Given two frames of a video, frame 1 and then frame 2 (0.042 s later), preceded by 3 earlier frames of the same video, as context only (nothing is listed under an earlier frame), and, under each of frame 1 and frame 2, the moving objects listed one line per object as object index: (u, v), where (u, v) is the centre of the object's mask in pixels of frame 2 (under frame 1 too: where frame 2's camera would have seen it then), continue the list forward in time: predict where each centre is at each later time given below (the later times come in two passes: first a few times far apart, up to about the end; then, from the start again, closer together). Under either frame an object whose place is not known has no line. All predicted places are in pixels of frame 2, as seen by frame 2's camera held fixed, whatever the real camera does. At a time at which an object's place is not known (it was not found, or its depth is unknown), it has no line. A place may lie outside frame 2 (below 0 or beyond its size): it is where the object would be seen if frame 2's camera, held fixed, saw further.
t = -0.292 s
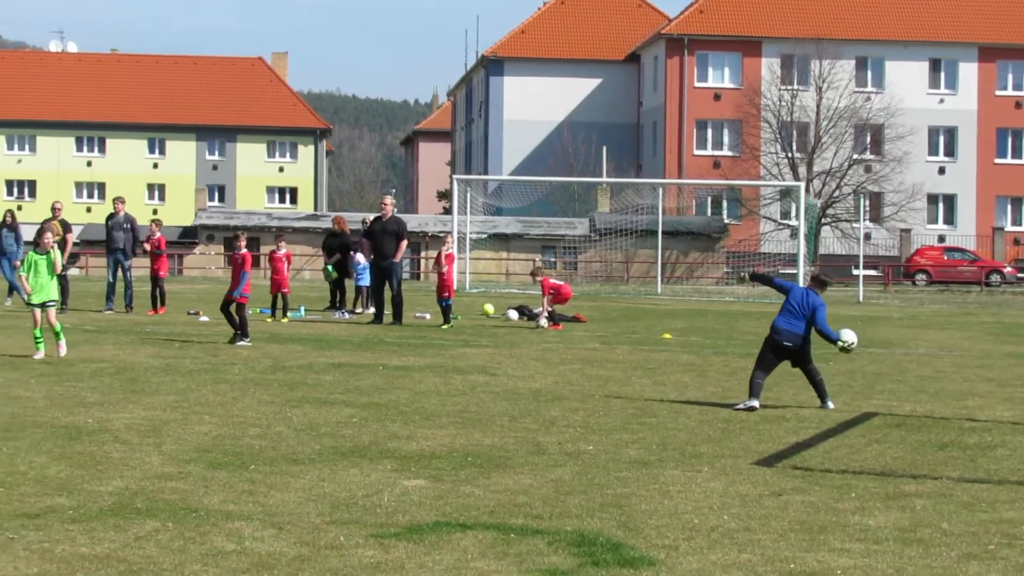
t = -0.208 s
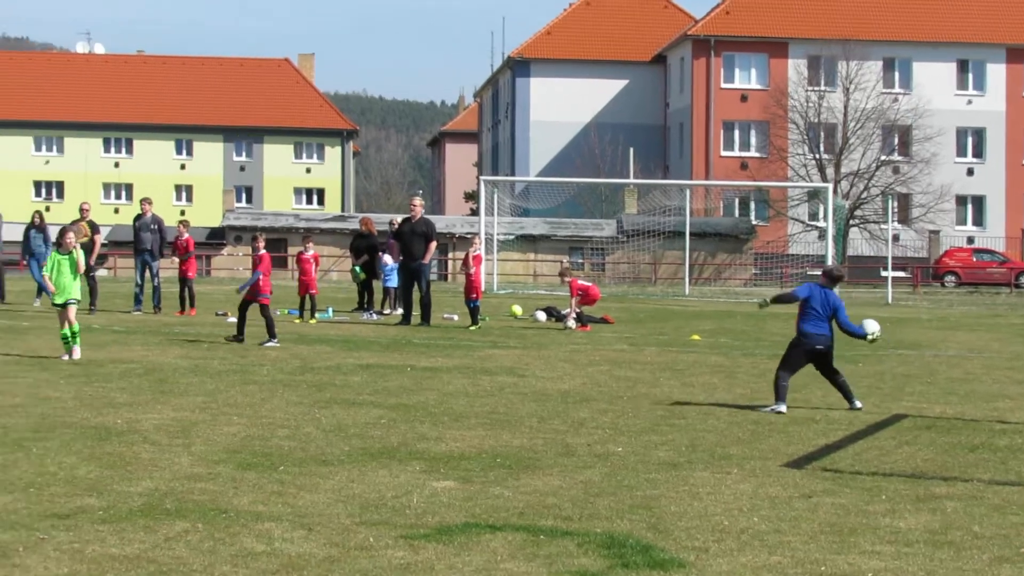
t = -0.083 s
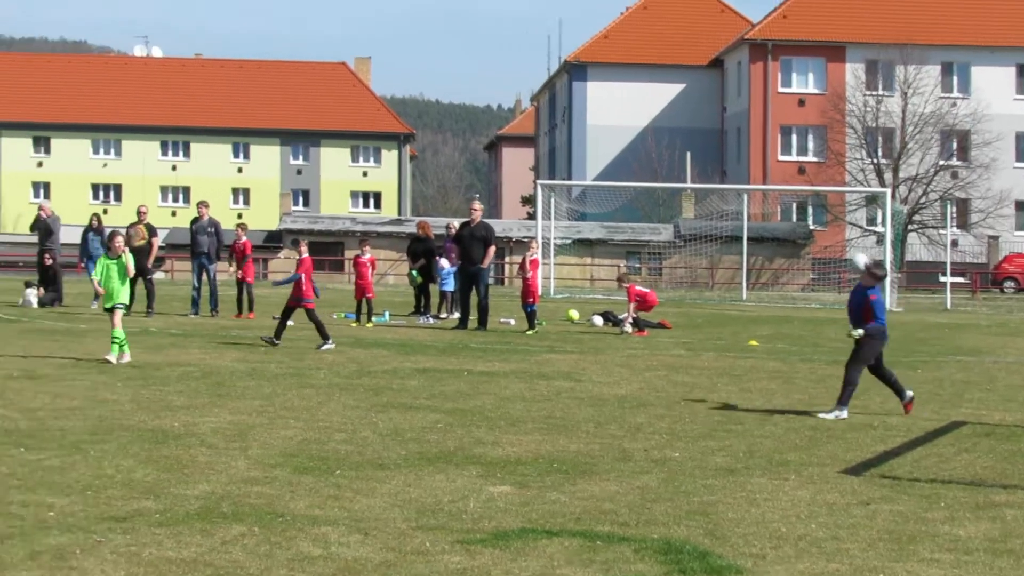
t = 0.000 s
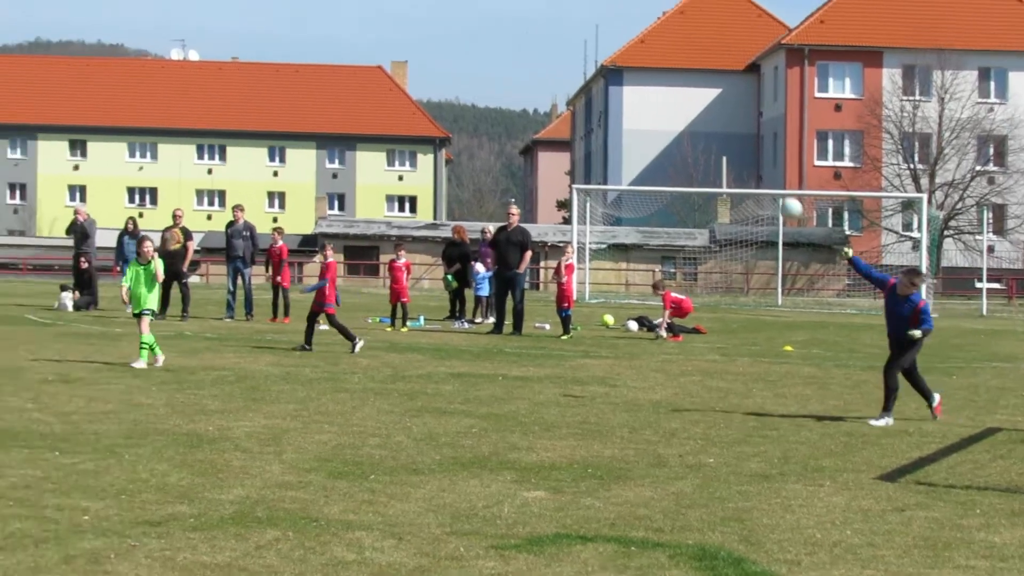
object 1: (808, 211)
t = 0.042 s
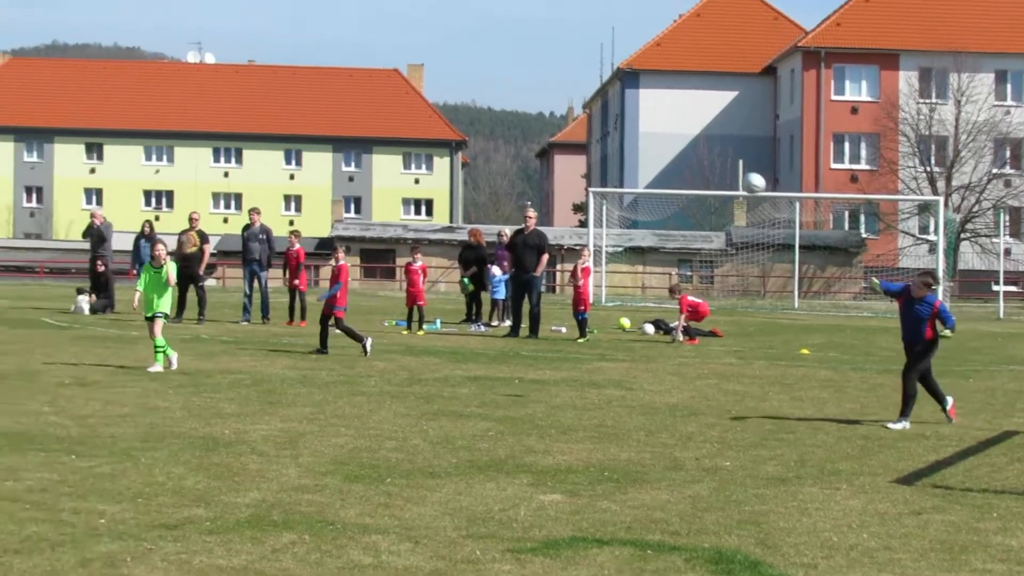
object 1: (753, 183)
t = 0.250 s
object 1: (491, 71)
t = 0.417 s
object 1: (278, 11)
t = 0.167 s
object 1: (596, 110)
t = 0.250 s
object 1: (491, 71)
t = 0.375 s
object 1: (332, 22)
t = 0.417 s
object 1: (278, 11)
